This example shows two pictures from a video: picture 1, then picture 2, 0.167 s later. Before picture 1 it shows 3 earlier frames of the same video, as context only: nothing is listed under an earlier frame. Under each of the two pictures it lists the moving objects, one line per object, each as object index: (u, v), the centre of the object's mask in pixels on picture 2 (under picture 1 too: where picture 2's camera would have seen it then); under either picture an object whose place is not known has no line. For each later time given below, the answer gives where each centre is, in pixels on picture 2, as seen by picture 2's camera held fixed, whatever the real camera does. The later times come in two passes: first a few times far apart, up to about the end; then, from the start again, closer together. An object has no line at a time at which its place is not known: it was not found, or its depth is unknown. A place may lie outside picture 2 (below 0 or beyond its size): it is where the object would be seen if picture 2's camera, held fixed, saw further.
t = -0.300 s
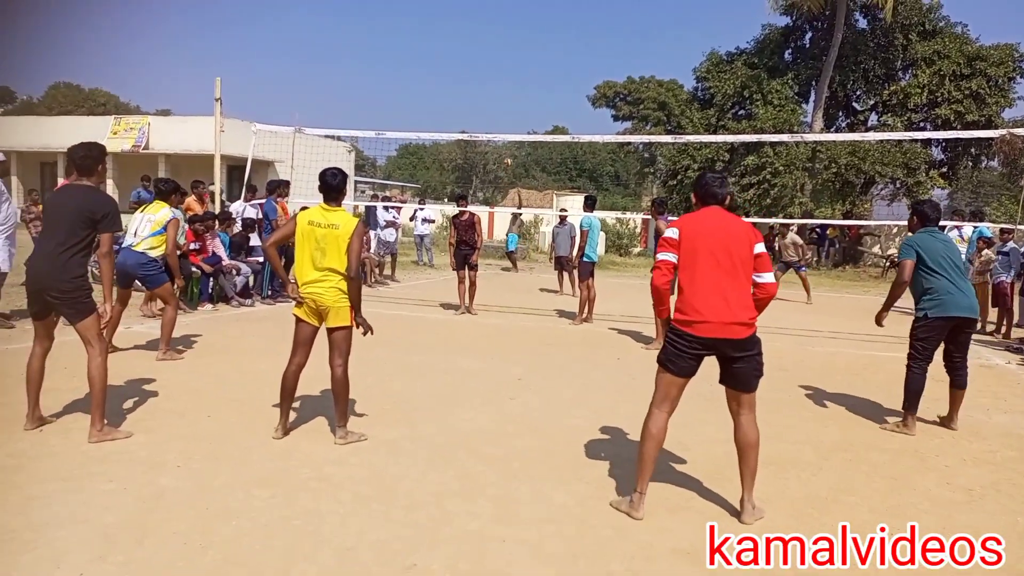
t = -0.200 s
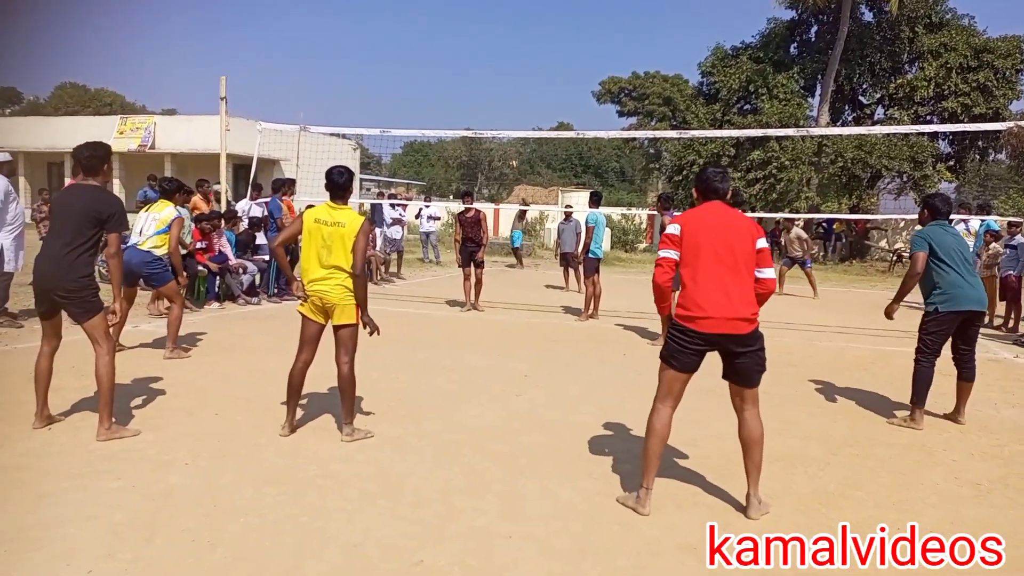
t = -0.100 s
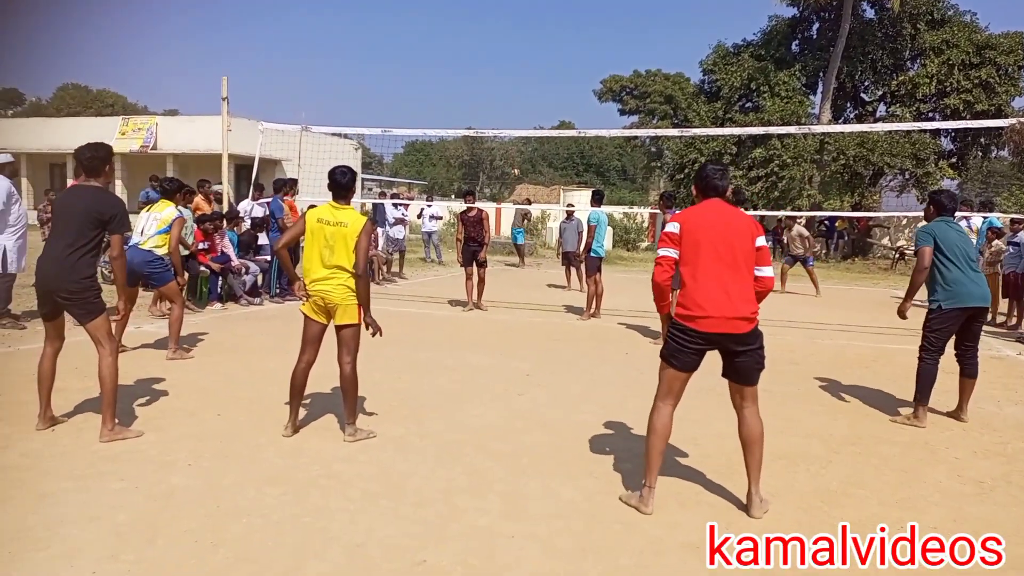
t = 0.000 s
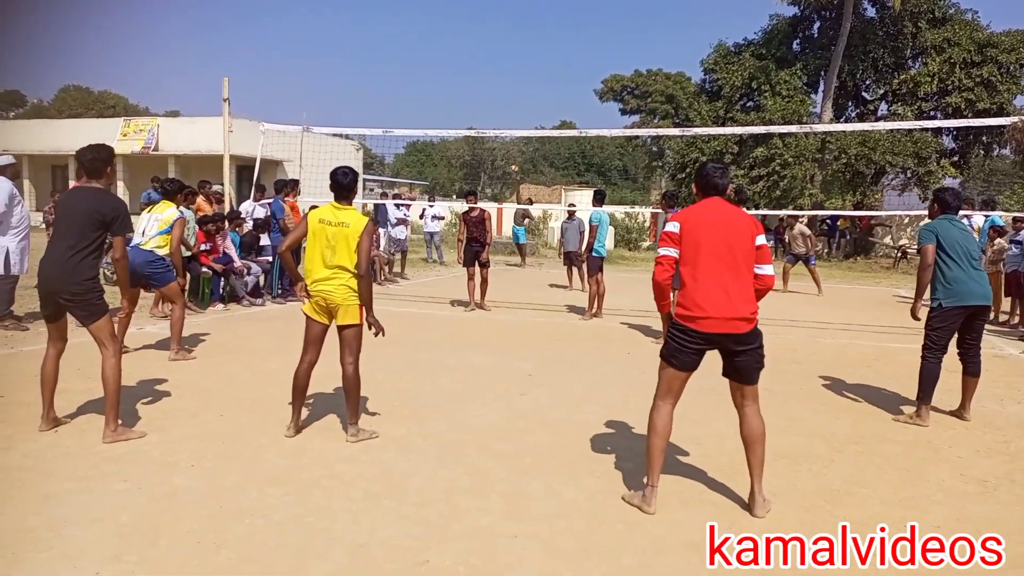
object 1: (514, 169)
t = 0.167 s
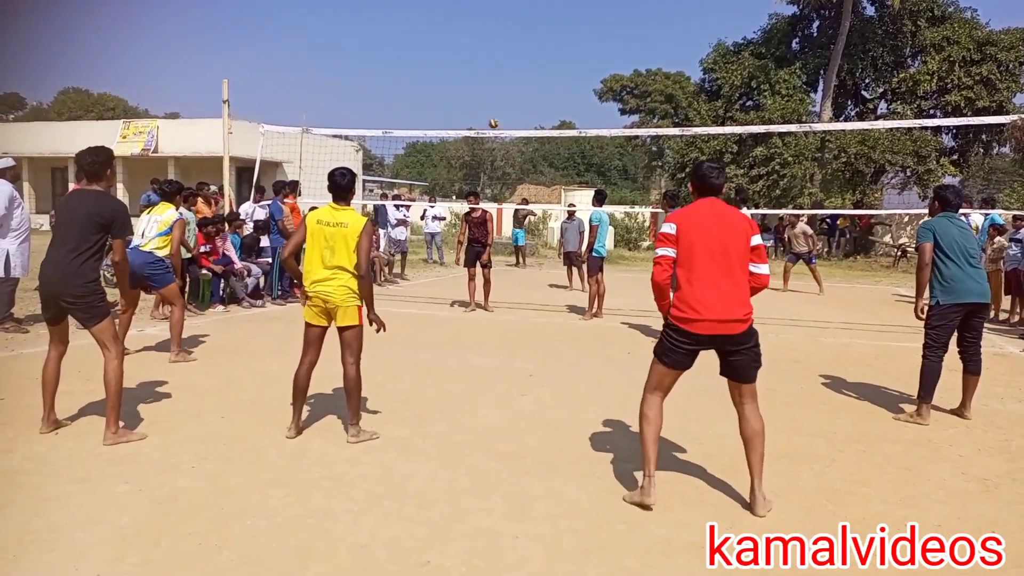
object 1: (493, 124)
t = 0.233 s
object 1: (483, 106)
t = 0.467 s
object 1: (434, 54)
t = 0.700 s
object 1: (353, 26)
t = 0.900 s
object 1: (235, 40)
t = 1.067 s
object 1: (62, 114)
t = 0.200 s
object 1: (488, 114)
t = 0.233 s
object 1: (483, 106)
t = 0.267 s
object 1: (477, 98)
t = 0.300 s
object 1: (471, 90)
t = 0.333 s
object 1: (464, 82)
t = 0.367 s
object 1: (457, 75)
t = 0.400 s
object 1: (450, 68)
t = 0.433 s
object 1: (442, 61)
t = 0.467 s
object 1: (434, 54)
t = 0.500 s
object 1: (424, 49)
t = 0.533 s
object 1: (414, 44)
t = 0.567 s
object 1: (404, 39)
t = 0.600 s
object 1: (393, 34)
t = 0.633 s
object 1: (381, 31)
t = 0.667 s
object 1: (367, 28)
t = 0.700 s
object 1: (353, 26)
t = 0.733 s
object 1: (337, 25)
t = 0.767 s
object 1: (320, 26)
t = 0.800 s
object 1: (302, 27)
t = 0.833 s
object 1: (282, 30)
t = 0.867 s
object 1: (260, 34)
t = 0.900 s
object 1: (235, 40)
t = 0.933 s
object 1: (208, 49)
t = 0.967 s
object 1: (178, 60)
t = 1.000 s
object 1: (144, 74)
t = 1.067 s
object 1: (62, 114)
